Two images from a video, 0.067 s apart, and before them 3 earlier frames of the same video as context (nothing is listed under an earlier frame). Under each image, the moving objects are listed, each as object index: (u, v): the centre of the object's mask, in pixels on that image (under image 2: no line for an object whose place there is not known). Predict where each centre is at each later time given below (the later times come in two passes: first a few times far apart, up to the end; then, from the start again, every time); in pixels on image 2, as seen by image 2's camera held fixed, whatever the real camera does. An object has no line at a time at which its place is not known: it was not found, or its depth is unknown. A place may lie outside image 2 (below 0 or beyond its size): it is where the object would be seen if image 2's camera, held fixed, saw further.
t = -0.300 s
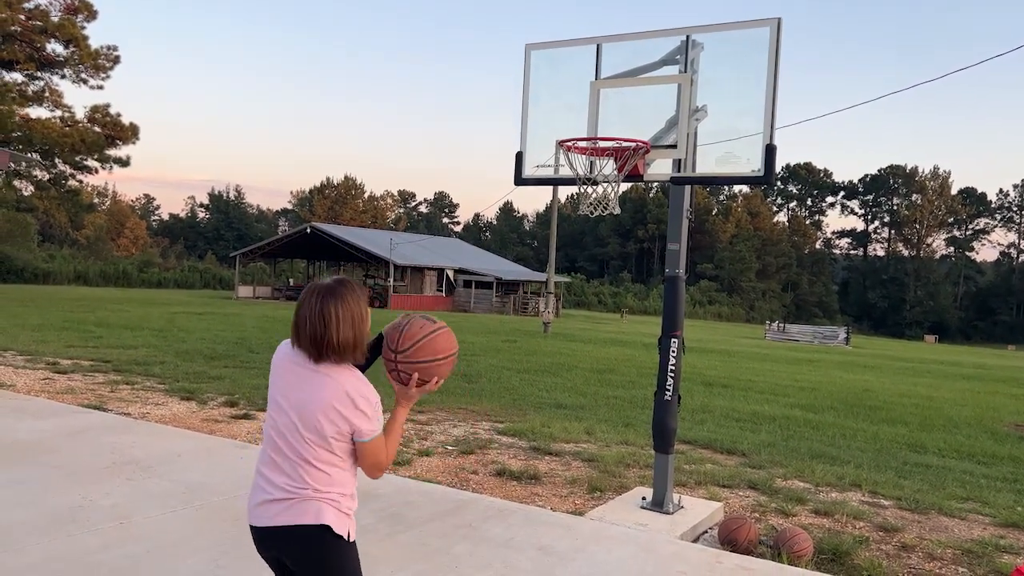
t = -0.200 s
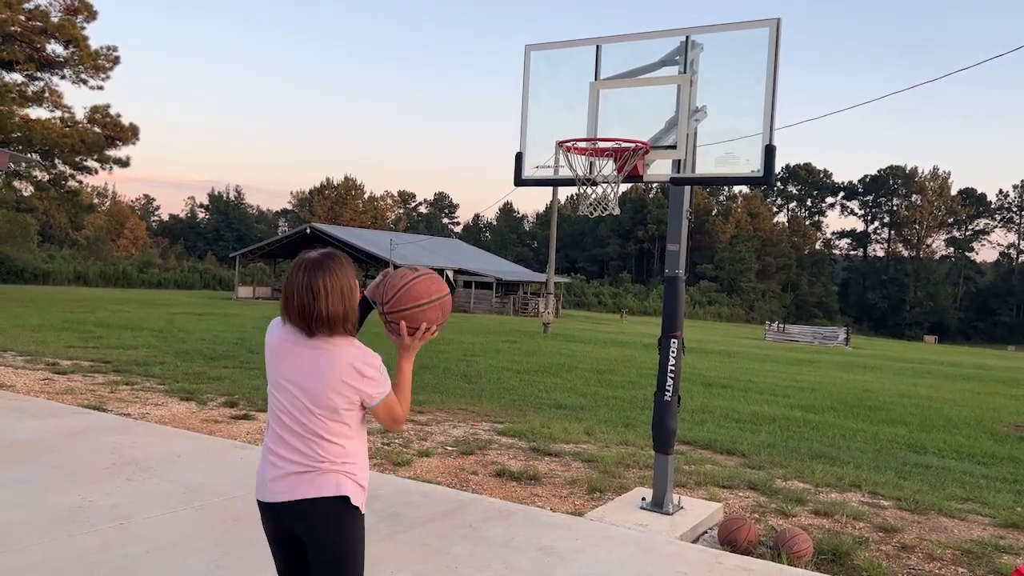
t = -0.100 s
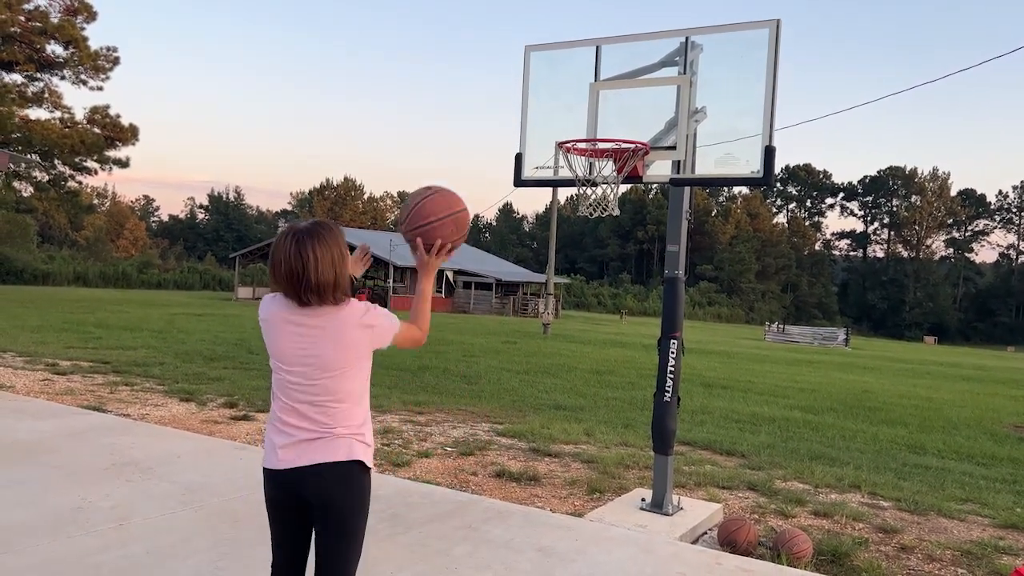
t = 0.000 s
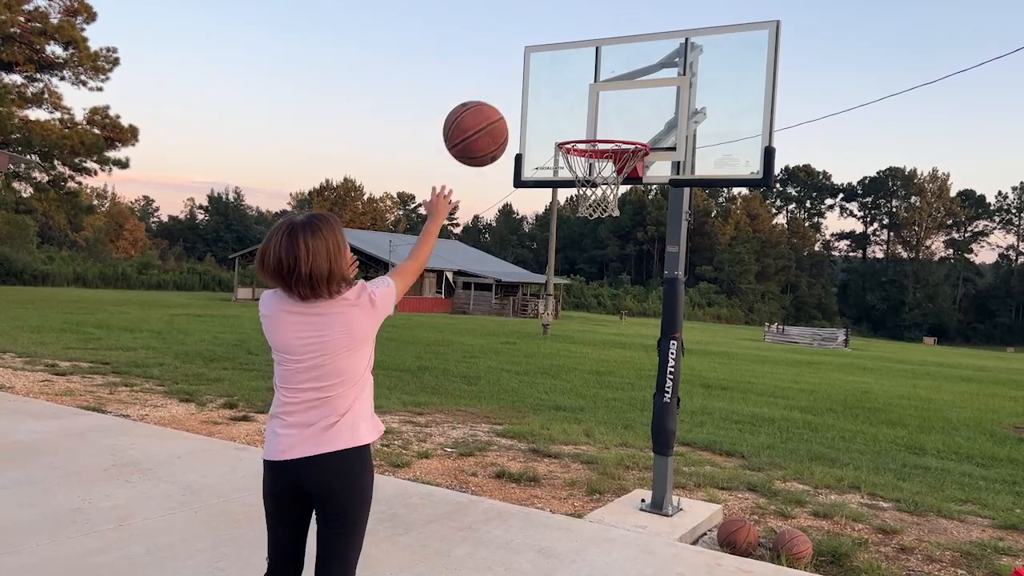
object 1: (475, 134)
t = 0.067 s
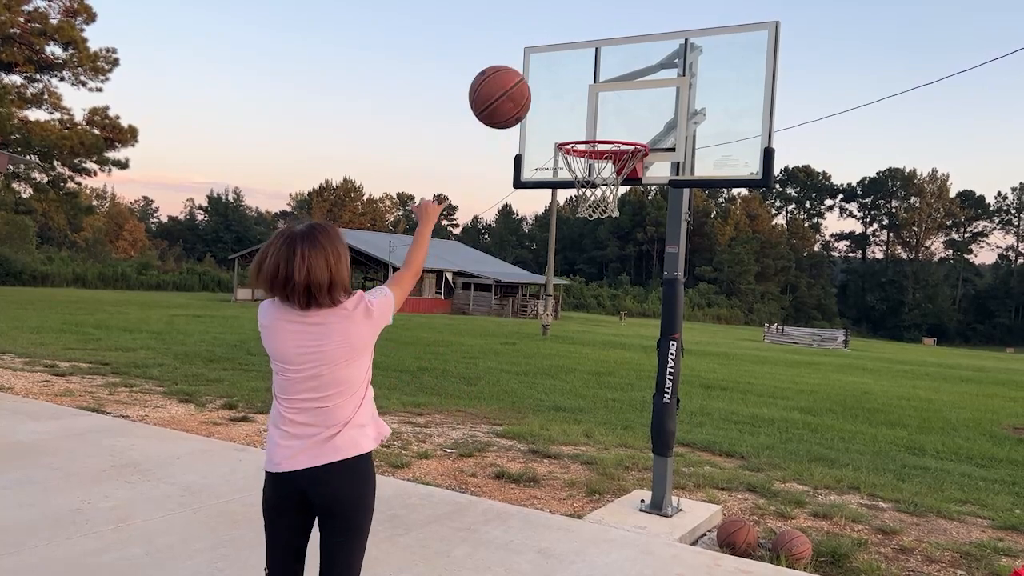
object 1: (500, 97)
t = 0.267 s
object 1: (557, 65)
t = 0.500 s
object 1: (598, 120)
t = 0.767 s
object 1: (596, 179)
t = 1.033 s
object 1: (583, 260)
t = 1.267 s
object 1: (573, 428)
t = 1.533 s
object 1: (577, 445)
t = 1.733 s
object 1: (591, 350)
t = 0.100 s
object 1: (511, 84)
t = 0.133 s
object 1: (521, 74)
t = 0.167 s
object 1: (531, 68)
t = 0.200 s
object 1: (540, 64)
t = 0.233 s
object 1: (548, 63)
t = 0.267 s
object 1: (557, 65)
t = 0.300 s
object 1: (564, 69)
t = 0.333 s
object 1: (571, 75)
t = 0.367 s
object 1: (578, 83)
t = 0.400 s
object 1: (584, 93)
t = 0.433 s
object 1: (590, 105)
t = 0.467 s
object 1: (595, 117)
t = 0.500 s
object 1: (598, 120)
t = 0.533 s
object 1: (602, 122)
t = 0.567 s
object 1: (605, 126)
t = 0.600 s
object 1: (608, 131)
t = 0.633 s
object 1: (609, 151)
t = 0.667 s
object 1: (609, 160)
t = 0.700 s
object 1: (606, 165)
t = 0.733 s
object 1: (602, 173)
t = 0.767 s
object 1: (596, 179)
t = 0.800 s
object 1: (592, 185)
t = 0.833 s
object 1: (589, 196)
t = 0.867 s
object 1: (587, 204)
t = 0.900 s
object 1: (586, 211)
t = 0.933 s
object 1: (584, 220)
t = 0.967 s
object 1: (585, 232)
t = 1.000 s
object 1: (584, 245)
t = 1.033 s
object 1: (583, 260)
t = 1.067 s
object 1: (582, 277)
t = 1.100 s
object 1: (581, 297)
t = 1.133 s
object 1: (579, 318)
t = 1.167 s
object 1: (578, 342)
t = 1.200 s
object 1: (576, 368)
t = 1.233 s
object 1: (575, 397)
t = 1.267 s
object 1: (573, 428)
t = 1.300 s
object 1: (571, 461)
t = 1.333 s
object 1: (568, 497)
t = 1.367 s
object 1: (566, 536)
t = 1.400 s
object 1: (565, 548)
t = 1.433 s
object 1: (568, 521)
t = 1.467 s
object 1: (572, 494)
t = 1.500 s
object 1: (575, 469)
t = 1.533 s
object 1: (577, 445)
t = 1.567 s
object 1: (579, 425)
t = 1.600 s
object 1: (582, 405)
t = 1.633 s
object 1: (584, 388)
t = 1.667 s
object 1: (586, 373)
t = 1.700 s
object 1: (589, 360)
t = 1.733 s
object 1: (591, 350)
